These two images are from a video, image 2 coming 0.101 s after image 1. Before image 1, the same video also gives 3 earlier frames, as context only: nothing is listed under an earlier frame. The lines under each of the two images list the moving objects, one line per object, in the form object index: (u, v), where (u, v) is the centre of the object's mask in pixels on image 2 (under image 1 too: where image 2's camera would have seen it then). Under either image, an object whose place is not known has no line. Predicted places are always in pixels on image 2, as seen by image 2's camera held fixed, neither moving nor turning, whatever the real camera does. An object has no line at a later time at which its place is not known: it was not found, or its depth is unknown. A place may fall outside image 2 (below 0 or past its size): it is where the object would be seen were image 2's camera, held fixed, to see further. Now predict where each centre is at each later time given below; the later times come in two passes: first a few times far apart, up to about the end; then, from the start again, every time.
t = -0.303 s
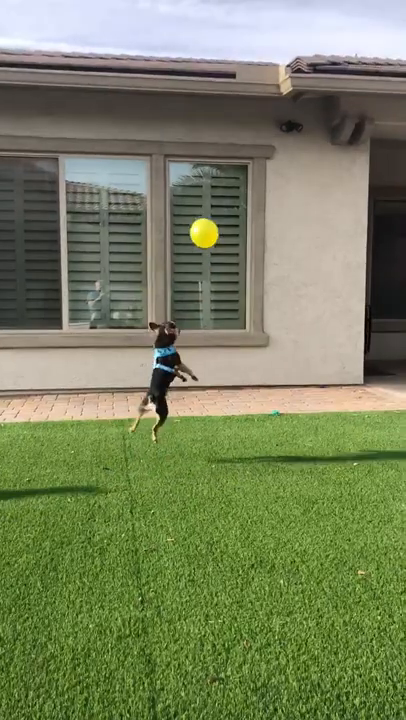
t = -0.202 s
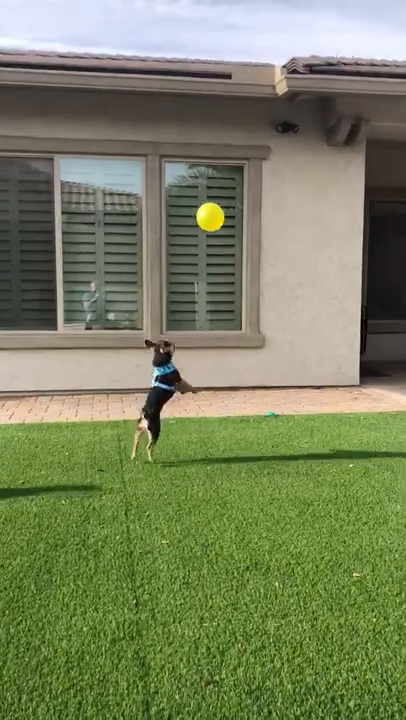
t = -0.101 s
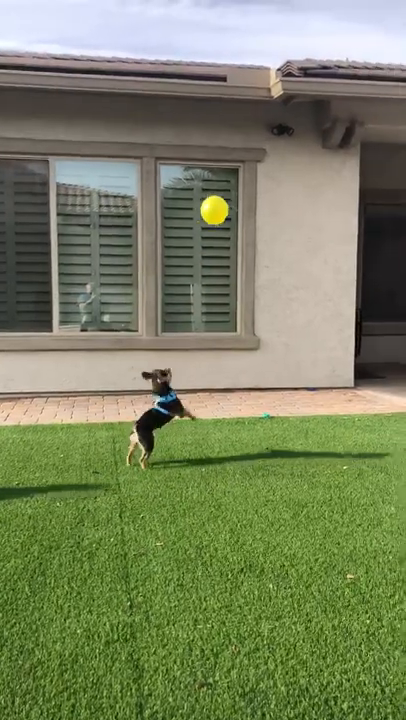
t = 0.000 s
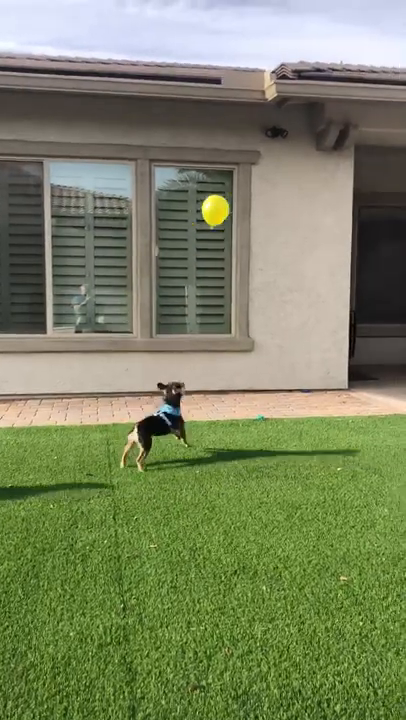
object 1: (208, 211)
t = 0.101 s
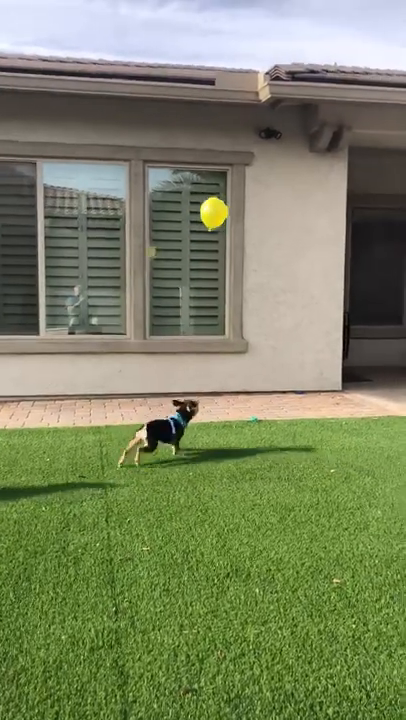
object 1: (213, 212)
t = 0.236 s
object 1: (217, 219)
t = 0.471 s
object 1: (222, 242)
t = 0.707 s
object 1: (222, 273)
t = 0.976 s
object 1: (215, 309)
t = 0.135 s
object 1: (214, 214)
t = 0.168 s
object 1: (215, 215)
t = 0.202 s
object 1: (216, 217)
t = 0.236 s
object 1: (217, 219)
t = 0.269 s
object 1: (218, 221)
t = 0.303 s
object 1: (219, 224)
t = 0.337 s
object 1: (220, 227)
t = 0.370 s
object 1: (220, 231)
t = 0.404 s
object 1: (221, 235)
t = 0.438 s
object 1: (221, 238)
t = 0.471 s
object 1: (222, 242)
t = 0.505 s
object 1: (222, 246)
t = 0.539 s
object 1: (222, 250)
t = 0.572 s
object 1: (223, 255)
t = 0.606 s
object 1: (222, 259)
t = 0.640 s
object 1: (222, 264)
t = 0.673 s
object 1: (222, 269)
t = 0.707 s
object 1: (222, 273)
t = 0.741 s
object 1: (221, 278)
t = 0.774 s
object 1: (221, 283)
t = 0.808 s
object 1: (220, 287)
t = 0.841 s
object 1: (219, 292)
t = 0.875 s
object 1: (218, 296)
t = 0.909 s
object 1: (217, 301)
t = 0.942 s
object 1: (216, 305)
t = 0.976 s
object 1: (215, 309)
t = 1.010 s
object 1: (214, 314)
